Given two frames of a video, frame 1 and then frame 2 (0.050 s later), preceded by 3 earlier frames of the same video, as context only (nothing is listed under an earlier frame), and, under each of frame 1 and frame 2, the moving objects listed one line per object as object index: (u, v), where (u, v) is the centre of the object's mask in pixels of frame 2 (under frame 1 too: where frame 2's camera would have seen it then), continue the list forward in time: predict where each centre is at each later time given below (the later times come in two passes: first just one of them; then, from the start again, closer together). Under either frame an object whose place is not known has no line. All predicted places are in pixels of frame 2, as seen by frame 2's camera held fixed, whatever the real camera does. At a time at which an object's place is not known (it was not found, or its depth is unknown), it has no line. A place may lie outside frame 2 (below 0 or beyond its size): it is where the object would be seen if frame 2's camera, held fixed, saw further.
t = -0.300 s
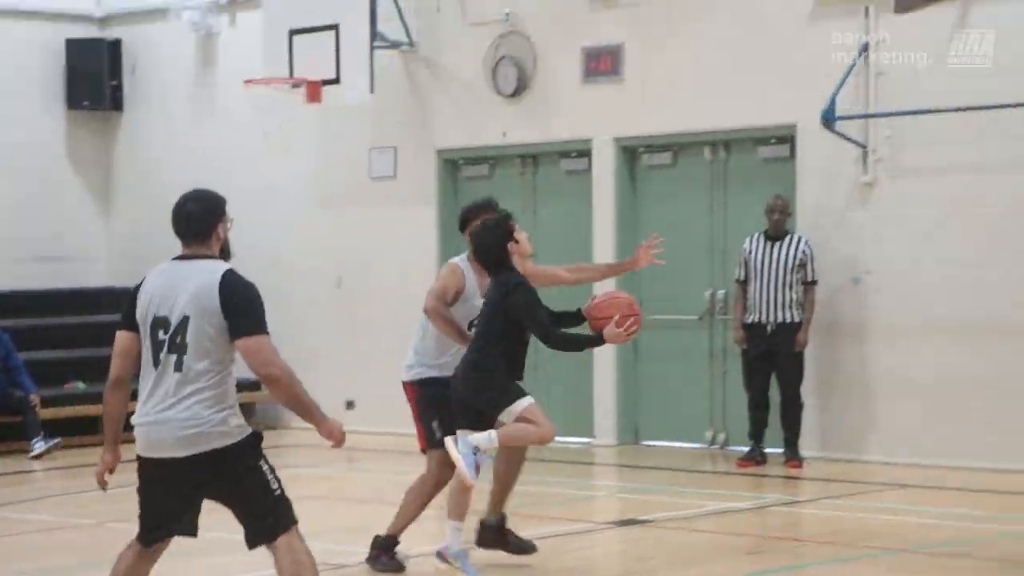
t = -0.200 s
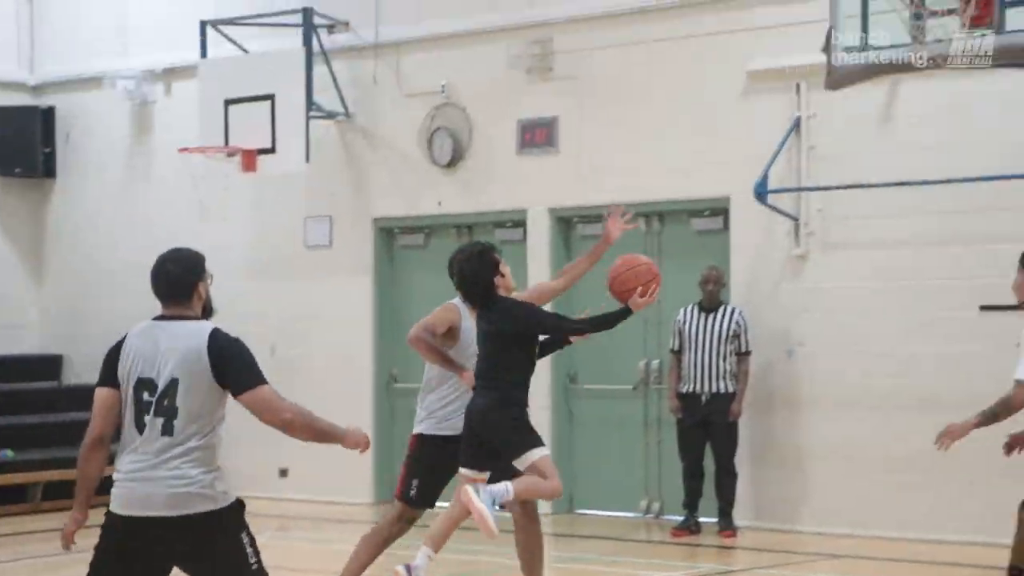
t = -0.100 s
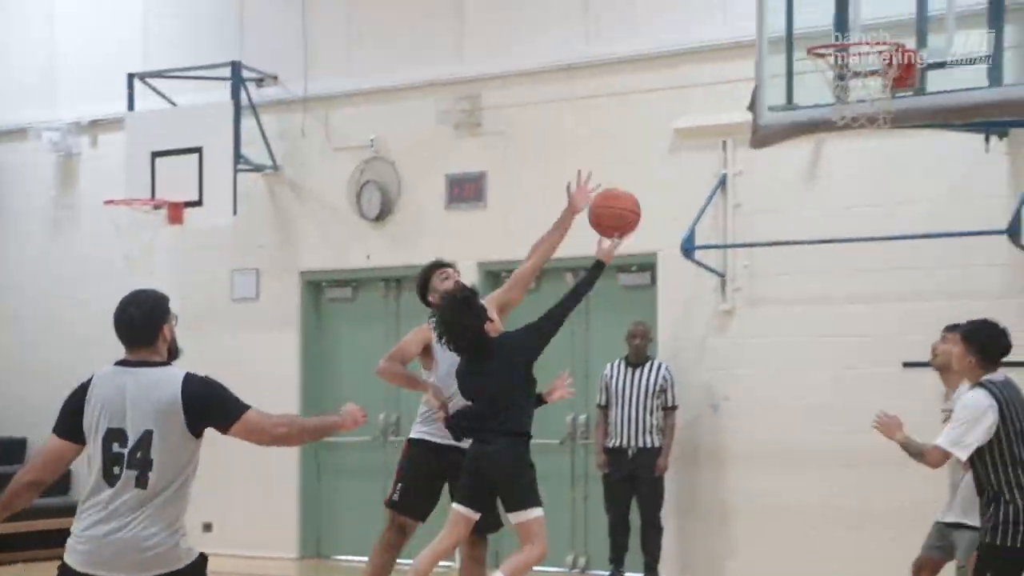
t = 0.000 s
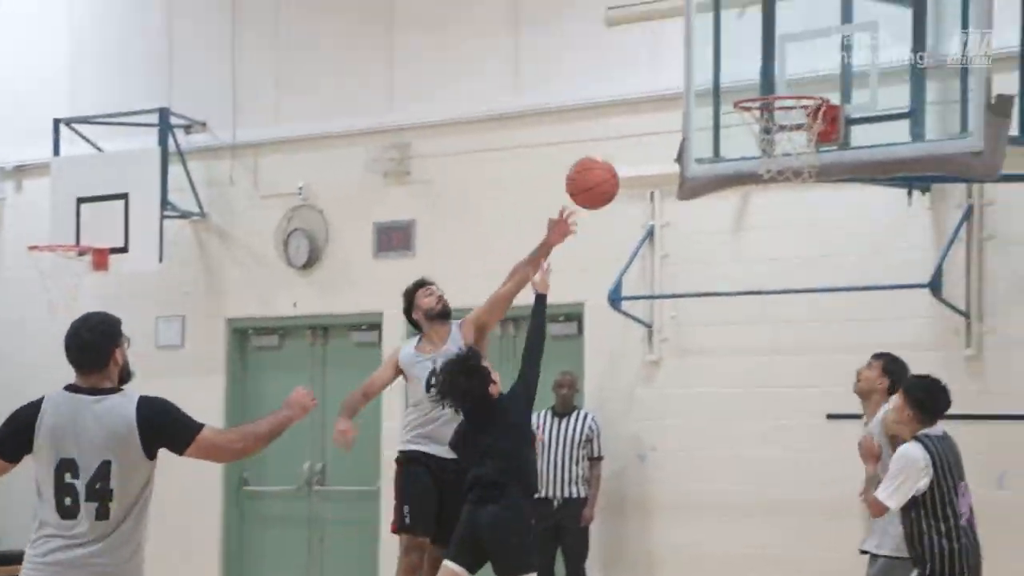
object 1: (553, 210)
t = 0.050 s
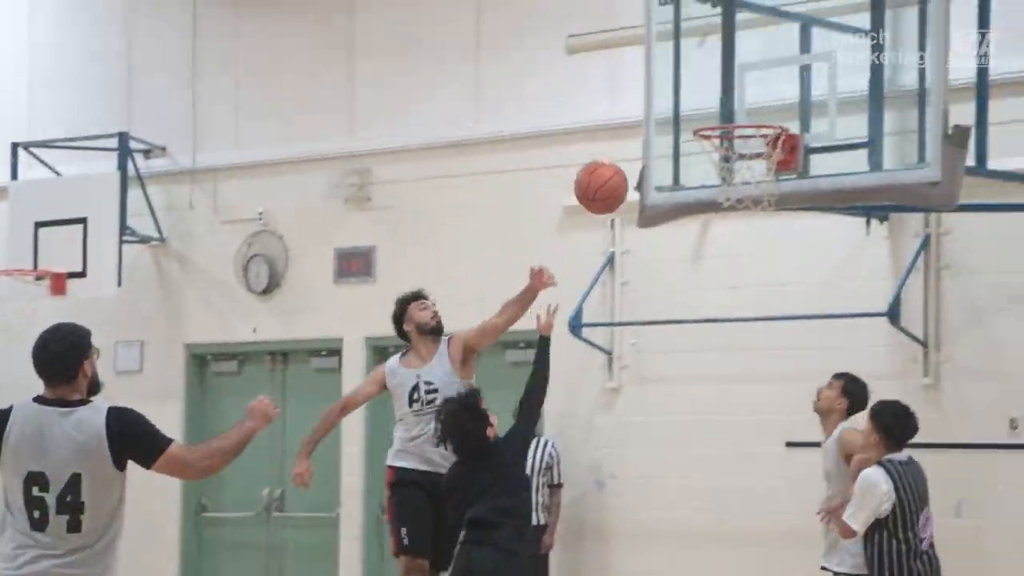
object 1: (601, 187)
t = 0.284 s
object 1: (855, 146)
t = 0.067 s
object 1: (617, 180)
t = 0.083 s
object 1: (634, 174)
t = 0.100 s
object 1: (651, 169)
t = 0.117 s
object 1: (668, 163)
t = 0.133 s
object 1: (685, 159)
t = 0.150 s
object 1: (703, 155)
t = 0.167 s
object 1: (721, 152)
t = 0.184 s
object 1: (739, 149)
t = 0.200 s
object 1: (758, 147)
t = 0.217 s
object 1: (776, 146)
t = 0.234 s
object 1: (795, 145)
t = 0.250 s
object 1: (814, 144)
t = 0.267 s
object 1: (835, 145)
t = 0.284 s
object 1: (855, 146)
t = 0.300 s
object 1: (876, 148)
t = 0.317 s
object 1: (896, 151)
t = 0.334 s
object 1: (917, 154)
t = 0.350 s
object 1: (939, 158)
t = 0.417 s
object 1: (1029, 182)
